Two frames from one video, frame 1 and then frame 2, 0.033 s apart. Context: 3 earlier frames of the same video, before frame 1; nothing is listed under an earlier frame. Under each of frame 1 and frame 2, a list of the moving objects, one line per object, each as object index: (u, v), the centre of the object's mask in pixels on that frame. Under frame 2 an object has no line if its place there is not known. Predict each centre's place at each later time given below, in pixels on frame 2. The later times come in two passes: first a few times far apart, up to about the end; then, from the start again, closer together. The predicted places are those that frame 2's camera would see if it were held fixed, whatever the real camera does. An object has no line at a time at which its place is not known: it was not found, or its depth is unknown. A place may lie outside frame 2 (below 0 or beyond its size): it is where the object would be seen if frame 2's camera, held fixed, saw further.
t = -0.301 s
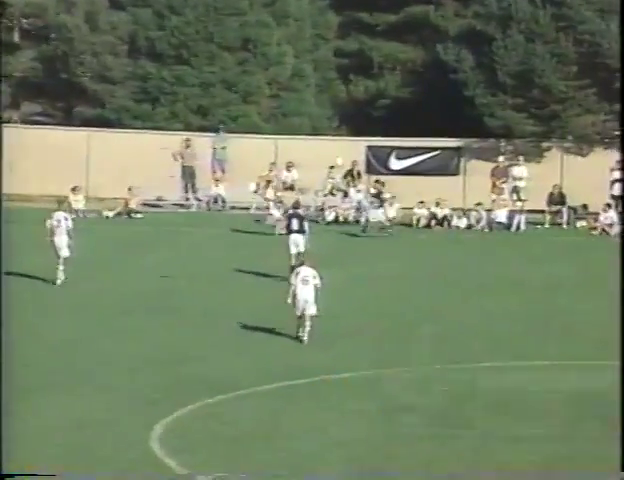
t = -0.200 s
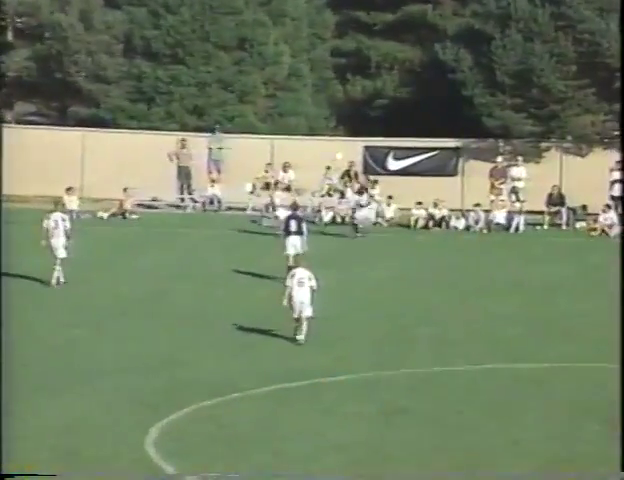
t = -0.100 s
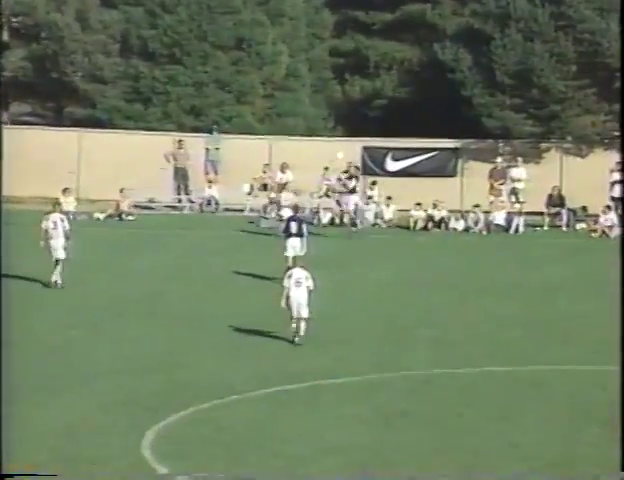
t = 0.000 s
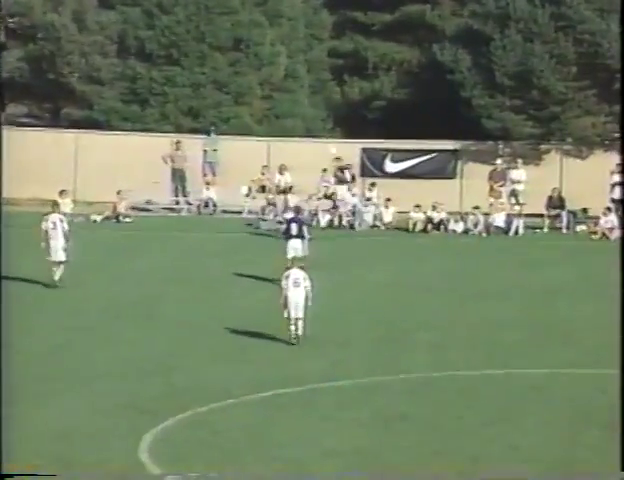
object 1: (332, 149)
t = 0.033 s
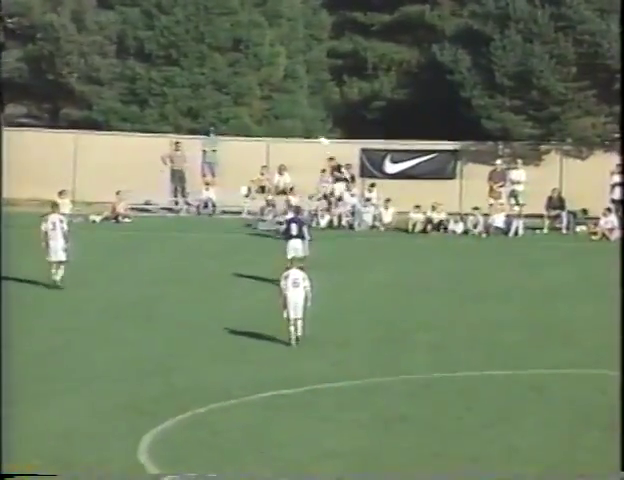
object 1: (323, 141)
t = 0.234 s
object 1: (273, 97)
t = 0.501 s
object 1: (210, 58)
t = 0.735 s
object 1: (157, 48)
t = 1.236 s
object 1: (42, 93)
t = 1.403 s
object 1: (2, 128)
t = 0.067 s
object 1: (315, 133)
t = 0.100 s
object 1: (307, 125)
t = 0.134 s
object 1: (299, 118)
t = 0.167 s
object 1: (290, 110)
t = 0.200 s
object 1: (281, 103)
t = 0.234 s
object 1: (273, 97)
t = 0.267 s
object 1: (265, 91)
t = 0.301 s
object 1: (257, 84)
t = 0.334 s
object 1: (249, 79)
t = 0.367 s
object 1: (242, 75)
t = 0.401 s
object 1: (233, 70)
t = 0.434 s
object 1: (225, 66)
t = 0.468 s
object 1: (217, 62)
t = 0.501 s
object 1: (210, 58)
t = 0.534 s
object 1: (202, 56)
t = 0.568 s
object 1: (194, 53)
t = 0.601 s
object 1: (187, 51)
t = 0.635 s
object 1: (179, 49)
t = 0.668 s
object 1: (172, 49)
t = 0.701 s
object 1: (164, 48)
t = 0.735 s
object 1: (157, 48)
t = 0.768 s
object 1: (149, 48)
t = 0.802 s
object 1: (142, 49)
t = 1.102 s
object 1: (74, 73)
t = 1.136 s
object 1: (66, 77)
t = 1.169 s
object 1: (58, 82)
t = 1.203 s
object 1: (50, 87)
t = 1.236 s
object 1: (42, 93)
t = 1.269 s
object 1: (35, 100)
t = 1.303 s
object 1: (25, 107)
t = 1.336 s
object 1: (17, 113)
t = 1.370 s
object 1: (9, 121)
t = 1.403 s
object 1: (2, 128)
